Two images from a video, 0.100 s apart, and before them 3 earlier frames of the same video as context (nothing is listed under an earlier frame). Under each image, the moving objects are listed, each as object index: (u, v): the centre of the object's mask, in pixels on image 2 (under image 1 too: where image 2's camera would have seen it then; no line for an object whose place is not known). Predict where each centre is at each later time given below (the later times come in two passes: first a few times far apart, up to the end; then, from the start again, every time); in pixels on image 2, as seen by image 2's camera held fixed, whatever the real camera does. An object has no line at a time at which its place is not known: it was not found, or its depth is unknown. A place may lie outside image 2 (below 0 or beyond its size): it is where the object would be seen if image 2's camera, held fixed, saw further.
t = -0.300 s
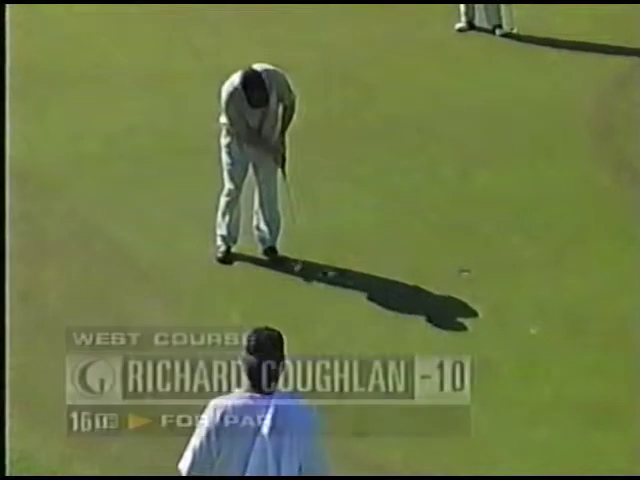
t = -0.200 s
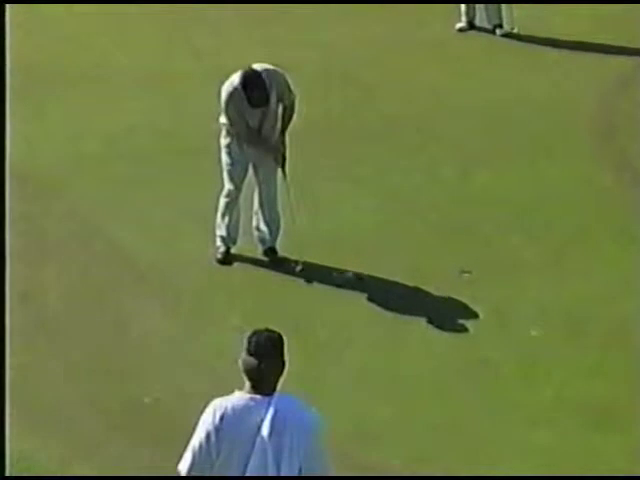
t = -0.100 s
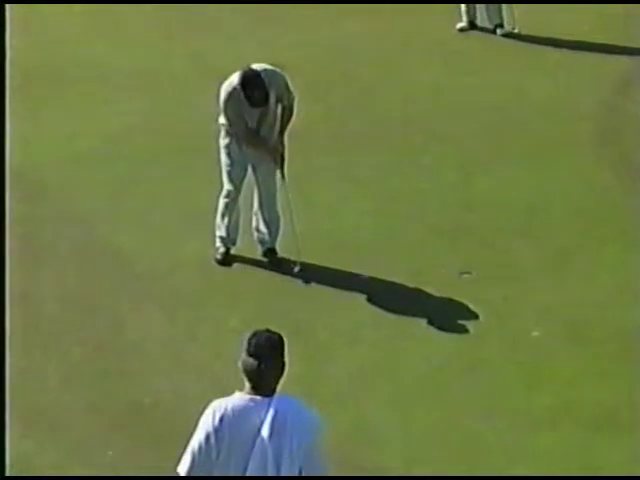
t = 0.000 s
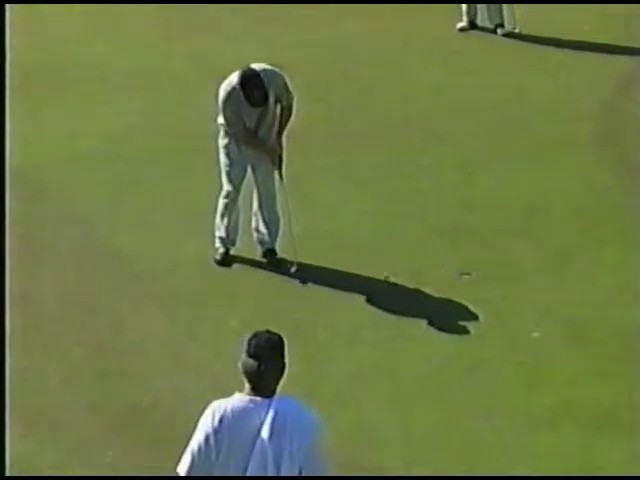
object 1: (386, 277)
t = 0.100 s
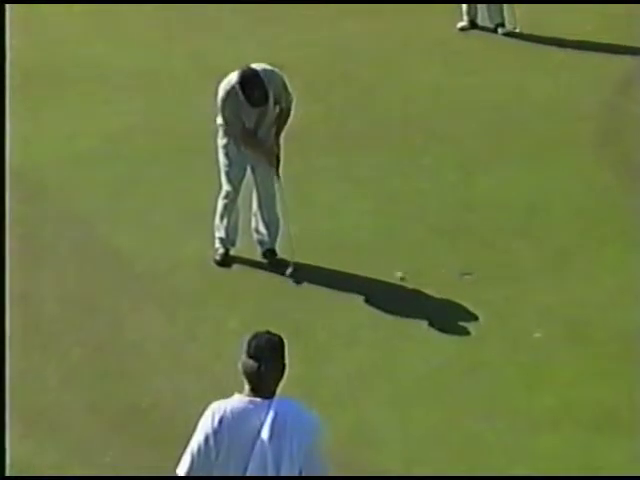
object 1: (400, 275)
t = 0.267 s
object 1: (426, 276)
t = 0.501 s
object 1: (457, 275)
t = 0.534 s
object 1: (461, 275)
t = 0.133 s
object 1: (406, 276)
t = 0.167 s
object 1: (410, 276)
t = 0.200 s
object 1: (416, 276)
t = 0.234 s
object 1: (421, 276)
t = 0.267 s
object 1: (426, 276)
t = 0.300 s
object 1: (431, 275)
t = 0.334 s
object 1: (435, 276)
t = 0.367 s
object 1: (440, 276)
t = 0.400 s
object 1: (444, 276)
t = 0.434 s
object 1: (449, 275)
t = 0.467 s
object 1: (451, 276)
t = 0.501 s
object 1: (457, 275)
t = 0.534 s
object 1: (461, 275)
